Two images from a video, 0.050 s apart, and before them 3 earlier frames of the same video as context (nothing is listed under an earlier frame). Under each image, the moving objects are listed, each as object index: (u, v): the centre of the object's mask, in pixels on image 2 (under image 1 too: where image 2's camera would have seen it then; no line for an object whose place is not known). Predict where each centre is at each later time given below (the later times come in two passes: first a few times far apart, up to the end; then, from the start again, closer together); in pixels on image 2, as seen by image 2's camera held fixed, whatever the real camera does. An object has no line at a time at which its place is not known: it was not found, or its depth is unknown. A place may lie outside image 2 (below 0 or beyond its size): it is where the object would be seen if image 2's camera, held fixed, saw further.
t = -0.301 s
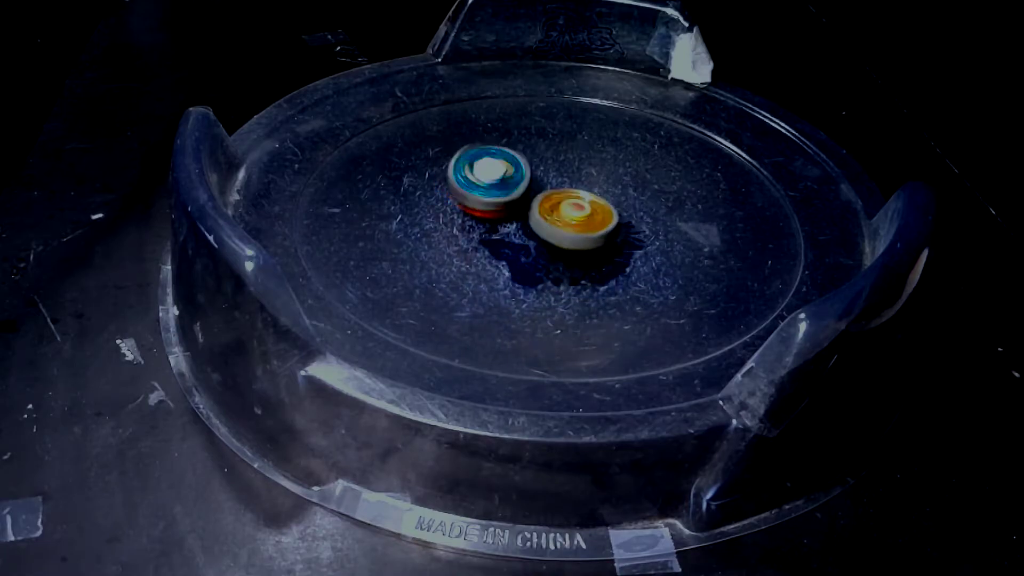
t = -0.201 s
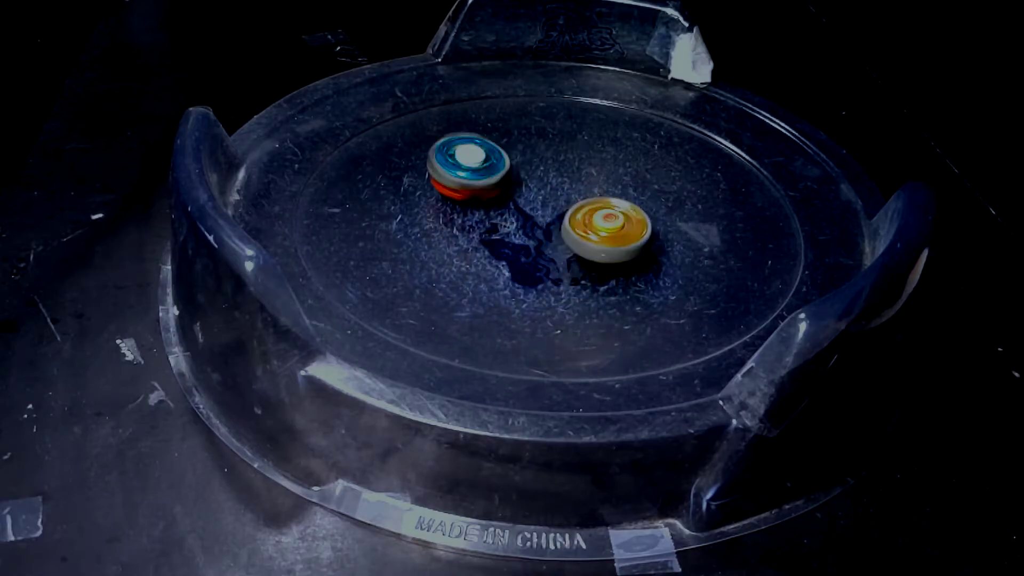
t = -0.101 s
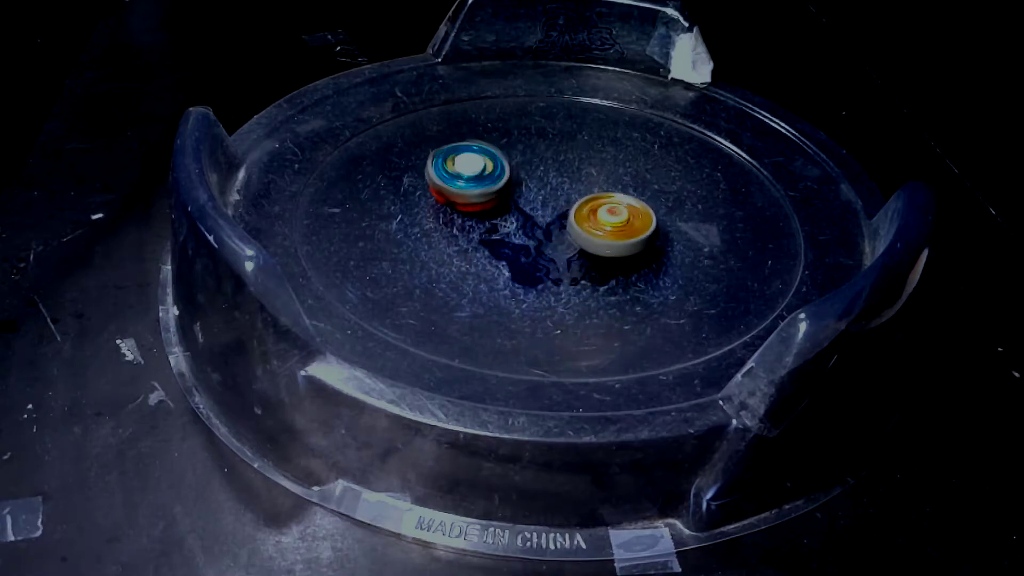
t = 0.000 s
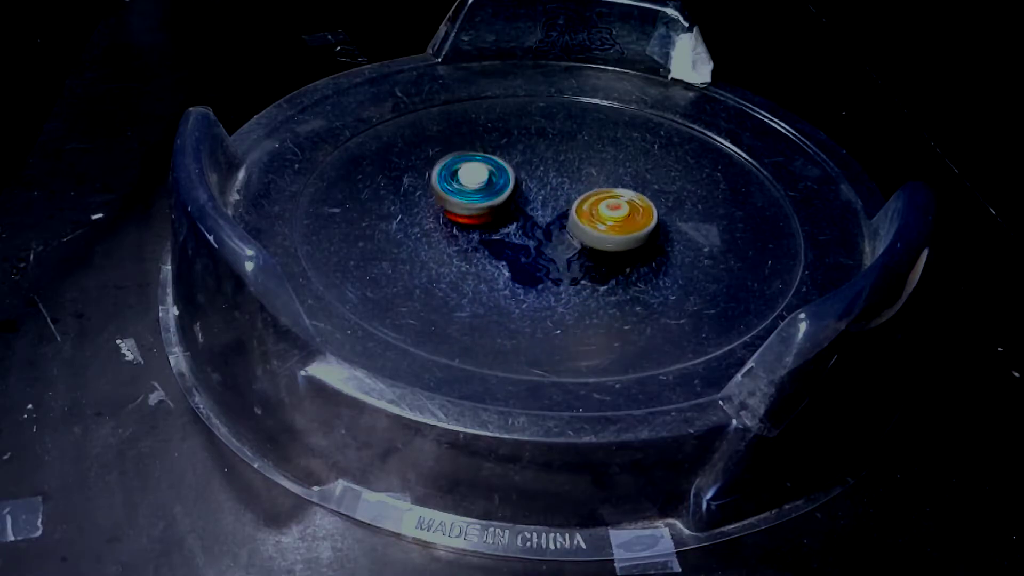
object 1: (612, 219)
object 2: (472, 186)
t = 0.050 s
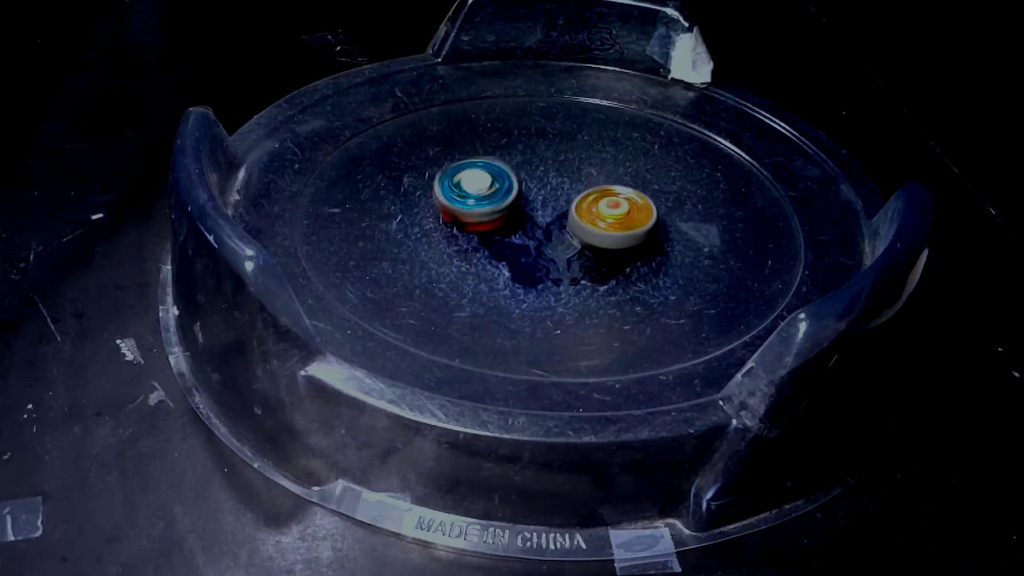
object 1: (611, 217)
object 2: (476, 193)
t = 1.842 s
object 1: (506, 206)
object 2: (620, 218)
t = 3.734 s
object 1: (572, 229)
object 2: (511, 187)
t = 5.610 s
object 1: (550, 197)
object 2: (510, 251)
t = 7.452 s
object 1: (519, 200)
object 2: (576, 252)
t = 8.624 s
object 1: (509, 204)
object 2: (579, 246)
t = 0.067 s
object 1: (611, 216)
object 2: (478, 196)
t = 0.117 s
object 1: (610, 214)
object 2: (482, 202)
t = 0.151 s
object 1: (609, 213)
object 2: (484, 206)
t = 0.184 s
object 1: (608, 211)
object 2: (488, 212)
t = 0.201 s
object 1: (607, 210)
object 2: (490, 214)
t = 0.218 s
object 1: (606, 209)
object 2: (492, 216)
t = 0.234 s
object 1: (605, 209)
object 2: (494, 219)
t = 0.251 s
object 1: (604, 208)
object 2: (496, 221)
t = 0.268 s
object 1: (603, 208)
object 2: (497, 223)
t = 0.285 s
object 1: (601, 207)
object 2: (498, 226)
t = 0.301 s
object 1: (600, 206)
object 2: (500, 229)
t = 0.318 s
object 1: (599, 206)
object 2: (500, 231)
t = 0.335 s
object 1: (597, 205)
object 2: (502, 233)
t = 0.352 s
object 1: (595, 205)
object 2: (503, 235)
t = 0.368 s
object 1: (594, 205)
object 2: (505, 237)
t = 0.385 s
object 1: (592, 204)
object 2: (506, 239)
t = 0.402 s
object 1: (590, 204)
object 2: (507, 241)
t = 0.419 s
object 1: (588, 204)
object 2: (507, 243)
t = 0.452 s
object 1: (584, 203)
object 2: (510, 247)
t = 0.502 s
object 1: (578, 203)
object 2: (512, 252)
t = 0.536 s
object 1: (574, 203)
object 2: (513, 255)
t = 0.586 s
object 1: (567, 203)
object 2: (515, 259)
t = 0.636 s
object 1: (562, 204)
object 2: (518, 263)
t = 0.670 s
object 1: (557, 204)
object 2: (519, 264)
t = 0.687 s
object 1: (554, 204)
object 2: (520, 265)
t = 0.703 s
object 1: (552, 204)
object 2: (520, 266)
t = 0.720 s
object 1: (550, 205)
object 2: (521, 267)
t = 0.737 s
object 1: (548, 205)
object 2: (522, 267)
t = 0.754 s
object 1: (546, 205)
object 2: (523, 267)
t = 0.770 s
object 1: (544, 206)
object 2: (524, 267)
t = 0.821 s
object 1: (537, 207)
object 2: (527, 267)
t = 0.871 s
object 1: (531, 208)
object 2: (530, 267)
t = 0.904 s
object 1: (527, 207)
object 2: (532, 264)
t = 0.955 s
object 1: (521, 207)
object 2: (535, 263)
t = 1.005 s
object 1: (518, 205)
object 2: (537, 264)
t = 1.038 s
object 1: (514, 204)
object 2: (540, 262)
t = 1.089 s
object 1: (510, 204)
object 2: (543, 260)
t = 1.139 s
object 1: (506, 204)
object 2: (548, 259)
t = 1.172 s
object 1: (503, 203)
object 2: (551, 258)
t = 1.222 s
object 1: (501, 203)
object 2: (558, 256)
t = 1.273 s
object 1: (499, 203)
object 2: (563, 253)
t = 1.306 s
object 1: (498, 203)
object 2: (567, 252)
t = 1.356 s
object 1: (497, 203)
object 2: (572, 249)
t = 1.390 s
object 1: (496, 203)
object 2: (574, 247)
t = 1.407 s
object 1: (495, 203)
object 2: (576, 246)
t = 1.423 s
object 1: (494, 203)
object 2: (578, 245)
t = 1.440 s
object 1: (495, 203)
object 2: (580, 243)
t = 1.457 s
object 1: (495, 204)
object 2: (582, 243)
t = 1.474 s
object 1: (494, 204)
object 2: (583, 241)
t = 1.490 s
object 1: (494, 204)
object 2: (584, 239)
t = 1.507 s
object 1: (494, 204)
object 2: (585, 239)
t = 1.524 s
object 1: (495, 204)
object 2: (586, 237)
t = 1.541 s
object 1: (495, 205)
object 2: (588, 236)
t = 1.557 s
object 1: (496, 205)
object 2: (589, 234)
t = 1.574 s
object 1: (496, 205)
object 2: (590, 233)
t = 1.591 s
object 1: (497, 206)
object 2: (591, 231)
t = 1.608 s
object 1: (499, 206)
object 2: (592, 230)
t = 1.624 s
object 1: (500, 206)
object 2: (593, 229)
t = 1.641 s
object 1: (501, 206)
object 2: (594, 228)
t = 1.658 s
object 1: (503, 207)
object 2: (594, 226)
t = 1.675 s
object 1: (504, 207)
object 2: (595, 225)
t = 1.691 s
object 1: (506, 207)
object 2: (596, 224)
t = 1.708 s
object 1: (506, 207)
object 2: (598, 223)
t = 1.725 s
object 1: (502, 206)
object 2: (605, 223)
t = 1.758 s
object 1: (502, 205)
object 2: (611, 222)
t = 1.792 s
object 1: (503, 206)
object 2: (614, 220)
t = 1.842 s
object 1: (506, 206)
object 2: (620, 218)
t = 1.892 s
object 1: (509, 206)
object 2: (622, 214)
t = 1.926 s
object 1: (512, 206)
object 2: (625, 214)
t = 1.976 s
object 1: (516, 207)
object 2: (625, 213)
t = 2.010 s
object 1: (519, 207)
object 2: (624, 212)
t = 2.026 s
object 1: (520, 207)
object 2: (625, 212)
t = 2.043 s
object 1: (522, 207)
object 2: (624, 212)
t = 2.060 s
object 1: (523, 206)
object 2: (622, 212)
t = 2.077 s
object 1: (524, 206)
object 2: (621, 212)
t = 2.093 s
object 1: (526, 206)
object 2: (619, 212)
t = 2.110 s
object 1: (527, 206)
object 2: (618, 212)
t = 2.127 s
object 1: (525, 205)
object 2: (620, 211)
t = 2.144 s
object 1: (516, 203)
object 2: (629, 212)
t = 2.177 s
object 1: (502, 199)
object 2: (641, 214)
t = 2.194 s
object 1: (498, 199)
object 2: (644, 214)
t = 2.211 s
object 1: (497, 198)
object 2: (645, 215)
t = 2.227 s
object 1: (496, 199)
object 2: (645, 215)
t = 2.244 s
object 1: (496, 199)
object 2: (646, 215)
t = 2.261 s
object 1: (495, 200)
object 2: (646, 216)
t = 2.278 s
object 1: (495, 200)
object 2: (646, 217)
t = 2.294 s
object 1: (494, 201)
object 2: (646, 217)
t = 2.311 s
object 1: (495, 201)
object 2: (645, 218)
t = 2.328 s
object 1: (495, 202)
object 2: (644, 218)
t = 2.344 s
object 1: (495, 202)
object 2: (642, 219)
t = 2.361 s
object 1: (495, 203)
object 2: (641, 219)
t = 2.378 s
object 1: (495, 204)
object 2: (639, 219)
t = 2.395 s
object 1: (496, 205)
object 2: (638, 220)
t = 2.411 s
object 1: (496, 206)
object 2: (635, 221)
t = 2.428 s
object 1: (497, 207)
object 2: (632, 221)
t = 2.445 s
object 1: (498, 208)
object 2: (629, 221)
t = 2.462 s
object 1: (499, 209)
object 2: (627, 222)
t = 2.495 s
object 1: (501, 211)
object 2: (621, 222)
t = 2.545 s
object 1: (505, 213)
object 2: (611, 221)
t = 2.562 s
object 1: (507, 214)
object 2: (608, 221)
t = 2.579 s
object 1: (509, 215)
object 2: (603, 221)
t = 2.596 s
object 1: (509, 215)
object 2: (602, 221)
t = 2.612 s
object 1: (500, 214)
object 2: (609, 220)
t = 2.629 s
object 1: (491, 214)
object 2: (615, 219)
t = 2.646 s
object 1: (486, 213)
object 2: (620, 219)
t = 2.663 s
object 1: (483, 213)
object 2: (622, 218)
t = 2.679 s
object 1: (482, 213)
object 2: (623, 218)
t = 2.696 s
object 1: (482, 213)
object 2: (622, 217)
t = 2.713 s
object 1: (482, 213)
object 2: (620, 215)
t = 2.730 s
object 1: (481, 214)
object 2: (619, 215)
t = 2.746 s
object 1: (481, 215)
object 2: (618, 214)
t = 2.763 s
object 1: (481, 215)
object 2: (617, 212)
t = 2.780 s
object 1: (482, 216)
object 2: (616, 211)
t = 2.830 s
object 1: (482, 218)
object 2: (613, 209)
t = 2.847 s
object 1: (482, 219)
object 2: (611, 208)
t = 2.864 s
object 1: (483, 219)
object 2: (609, 206)
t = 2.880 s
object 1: (483, 220)
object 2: (608, 205)
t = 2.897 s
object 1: (484, 221)
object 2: (606, 205)
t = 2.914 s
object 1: (484, 222)
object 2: (605, 204)
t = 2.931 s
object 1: (485, 222)
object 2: (602, 203)
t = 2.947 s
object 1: (486, 223)
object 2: (601, 202)
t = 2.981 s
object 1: (488, 224)
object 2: (597, 201)
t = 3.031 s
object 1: (490, 226)
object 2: (591, 198)
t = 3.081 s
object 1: (494, 227)
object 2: (585, 196)
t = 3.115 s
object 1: (496, 228)
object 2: (580, 194)
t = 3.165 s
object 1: (501, 230)
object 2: (574, 193)
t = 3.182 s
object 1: (502, 231)
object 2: (572, 192)
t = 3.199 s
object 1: (504, 231)
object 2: (570, 191)
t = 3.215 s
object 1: (505, 232)
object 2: (568, 191)
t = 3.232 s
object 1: (507, 232)
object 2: (565, 190)
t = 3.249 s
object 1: (509, 232)
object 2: (564, 189)
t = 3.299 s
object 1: (516, 233)
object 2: (557, 186)
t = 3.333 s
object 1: (521, 234)
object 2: (553, 185)
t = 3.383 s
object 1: (528, 234)
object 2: (546, 182)
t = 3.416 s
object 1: (532, 235)
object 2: (541, 182)
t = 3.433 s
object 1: (534, 235)
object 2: (538, 181)
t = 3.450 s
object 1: (536, 235)
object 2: (536, 180)
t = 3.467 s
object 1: (539, 235)
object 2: (534, 181)
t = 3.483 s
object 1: (541, 235)
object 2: (532, 180)
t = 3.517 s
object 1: (546, 234)
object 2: (528, 180)
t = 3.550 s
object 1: (550, 234)
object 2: (525, 181)
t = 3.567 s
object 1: (553, 234)
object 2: (523, 181)
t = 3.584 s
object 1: (555, 234)
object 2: (522, 182)
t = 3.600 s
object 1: (557, 233)
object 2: (520, 182)
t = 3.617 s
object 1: (560, 233)
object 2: (519, 183)
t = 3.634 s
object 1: (561, 233)
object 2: (518, 183)
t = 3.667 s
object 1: (565, 232)
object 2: (516, 185)
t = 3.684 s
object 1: (567, 231)
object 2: (514, 185)
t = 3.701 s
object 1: (569, 231)
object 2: (513, 185)
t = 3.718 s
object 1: (571, 230)
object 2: (512, 186)
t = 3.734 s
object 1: (572, 229)
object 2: (511, 187)
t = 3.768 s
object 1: (575, 228)
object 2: (509, 189)
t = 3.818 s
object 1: (579, 226)
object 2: (507, 191)
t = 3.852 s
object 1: (581, 225)
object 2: (505, 194)
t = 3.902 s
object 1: (583, 222)
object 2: (504, 197)
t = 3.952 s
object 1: (585, 220)
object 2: (502, 200)
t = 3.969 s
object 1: (586, 220)
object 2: (502, 202)
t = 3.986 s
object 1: (586, 219)
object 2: (502, 203)
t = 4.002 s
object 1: (586, 219)
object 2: (501, 204)
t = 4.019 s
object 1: (589, 219)
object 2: (497, 204)
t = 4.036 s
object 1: (592, 219)
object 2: (495, 205)
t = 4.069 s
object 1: (593, 218)
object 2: (493, 206)
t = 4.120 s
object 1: (595, 218)
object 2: (488, 208)
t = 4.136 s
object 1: (595, 217)
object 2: (486, 208)
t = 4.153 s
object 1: (595, 217)
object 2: (486, 209)
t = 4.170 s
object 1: (596, 217)
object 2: (485, 209)
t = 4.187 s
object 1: (596, 216)
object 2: (485, 210)
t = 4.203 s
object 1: (596, 216)
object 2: (484, 210)
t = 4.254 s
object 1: (596, 215)
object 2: (482, 211)
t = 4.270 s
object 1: (596, 215)
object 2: (481, 212)
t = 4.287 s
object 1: (596, 215)
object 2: (480, 212)
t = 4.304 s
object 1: (595, 215)
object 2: (481, 213)
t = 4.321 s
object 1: (595, 215)
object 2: (481, 213)
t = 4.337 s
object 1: (594, 214)
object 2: (481, 214)
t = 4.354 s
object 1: (594, 214)
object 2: (481, 215)
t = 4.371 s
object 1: (593, 214)
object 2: (481, 215)
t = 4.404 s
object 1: (592, 213)
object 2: (483, 216)
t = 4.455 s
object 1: (589, 212)
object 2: (486, 217)
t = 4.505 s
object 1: (586, 212)
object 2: (489, 219)
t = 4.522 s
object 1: (585, 211)
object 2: (490, 220)
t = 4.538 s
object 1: (584, 211)
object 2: (491, 220)
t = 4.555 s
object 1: (582, 211)
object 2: (493, 221)
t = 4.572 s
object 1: (583, 211)
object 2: (491, 221)
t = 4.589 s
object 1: (586, 210)
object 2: (486, 222)
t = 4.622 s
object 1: (586, 211)
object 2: (484, 223)
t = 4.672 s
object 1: (584, 211)
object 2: (484, 225)
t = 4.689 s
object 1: (584, 210)
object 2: (484, 226)
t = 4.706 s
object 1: (583, 210)
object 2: (484, 227)
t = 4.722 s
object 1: (581, 210)
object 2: (483, 227)
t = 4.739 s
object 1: (581, 210)
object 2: (483, 227)
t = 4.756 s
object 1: (579, 210)
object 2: (484, 228)
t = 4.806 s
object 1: (576, 210)
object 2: (486, 230)
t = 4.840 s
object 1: (574, 209)
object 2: (487, 230)
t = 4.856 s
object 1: (573, 210)
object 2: (488, 231)
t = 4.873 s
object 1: (572, 210)
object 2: (489, 232)
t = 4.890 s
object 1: (571, 210)
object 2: (490, 232)
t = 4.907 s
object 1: (573, 209)
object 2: (486, 233)
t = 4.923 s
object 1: (574, 208)
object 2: (482, 234)
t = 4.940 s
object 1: (574, 208)
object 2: (481, 234)
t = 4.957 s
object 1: (574, 208)
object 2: (481, 235)
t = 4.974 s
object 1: (573, 208)
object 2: (482, 235)
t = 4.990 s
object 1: (572, 208)
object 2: (483, 236)
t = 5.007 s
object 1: (571, 207)
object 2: (483, 237)
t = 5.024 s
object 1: (571, 207)
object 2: (483, 237)
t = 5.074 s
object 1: (570, 207)
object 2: (485, 238)
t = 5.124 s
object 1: (567, 206)
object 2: (487, 240)
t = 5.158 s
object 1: (565, 206)
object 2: (489, 240)
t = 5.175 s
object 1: (564, 206)
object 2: (491, 240)
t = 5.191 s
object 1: (562, 206)
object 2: (493, 241)
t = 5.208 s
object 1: (562, 205)
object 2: (494, 241)
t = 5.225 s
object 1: (560, 205)
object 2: (495, 242)
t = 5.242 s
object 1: (561, 205)
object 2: (494, 243)
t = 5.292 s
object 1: (560, 204)
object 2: (496, 243)
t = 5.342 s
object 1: (558, 202)
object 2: (501, 244)
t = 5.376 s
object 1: (556, 201)
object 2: (504, 245)
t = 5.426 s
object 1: (555, 200)
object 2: (502, 248)
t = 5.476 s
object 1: (553, 199)
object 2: (504, 249)
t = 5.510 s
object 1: (553, 199)
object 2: (506, 250)
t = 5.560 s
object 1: (551, 198)
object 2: (507, 250)
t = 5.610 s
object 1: (550, 197)
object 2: (510, 251)
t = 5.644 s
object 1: (548, 197)
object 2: (510, 250)
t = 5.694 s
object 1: (546, 196)
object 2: (514, 249)
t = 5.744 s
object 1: (544, 195)
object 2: (519, 247)
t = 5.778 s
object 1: (544, 194)
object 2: (520, 249)
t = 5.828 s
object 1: (542, 193)
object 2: (521, 247)
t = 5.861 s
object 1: (541, 193)
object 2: (526, 247)
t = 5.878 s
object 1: (540, 192)
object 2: (528, 249)
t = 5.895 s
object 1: (539, 191)
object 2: (529, 251)
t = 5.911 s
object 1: (539, 191)
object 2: (528, 250)
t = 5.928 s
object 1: (538, 191)
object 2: (529, 251)
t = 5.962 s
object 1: (536, 191)
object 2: (530, 251)
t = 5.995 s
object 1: (536, 191)
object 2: (532, 251)
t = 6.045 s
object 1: (535, 191)
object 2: (534, 251)
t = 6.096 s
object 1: (532, 191)
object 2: (535, 251)
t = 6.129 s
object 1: (530, 192)
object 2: (536, 251)
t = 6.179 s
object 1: (528, 192)
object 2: (539, 250)
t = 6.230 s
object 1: (526, 193)
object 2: (542, 249)
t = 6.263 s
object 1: (525, 192)
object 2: (544, 251)
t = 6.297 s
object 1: (525, 193)
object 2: (544, 252)
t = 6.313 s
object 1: (524, 193)
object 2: (544, 251)
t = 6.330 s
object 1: (524, 193)
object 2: (544, 250)
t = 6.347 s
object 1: (523, 193)
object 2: (546, 250)
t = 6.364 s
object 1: (522, 194)
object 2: (548, 251)
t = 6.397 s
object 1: (521, 194)
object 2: (550, 250)
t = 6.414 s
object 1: (520, 195)
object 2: (552, 250)
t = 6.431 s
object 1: (519, 195)
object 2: (552, 249)
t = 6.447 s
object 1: (519, 195)
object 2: (553, 249)
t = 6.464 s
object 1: (518, 195)
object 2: (554, 250)
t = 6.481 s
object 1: (518, 194)
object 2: (556, 252)
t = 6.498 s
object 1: (517, 194)
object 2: (557, 253)
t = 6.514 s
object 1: (517, 194)
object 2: (557, 254)
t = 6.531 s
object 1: (516, 195)
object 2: (558, 254)
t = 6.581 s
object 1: (514, 196)
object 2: (561, 255)
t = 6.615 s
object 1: (513, 198)
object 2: (563, 255)
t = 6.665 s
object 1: (513, 200)
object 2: (562, 256)
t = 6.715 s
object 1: (513, 202)
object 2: (563, 254)
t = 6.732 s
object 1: (513, 202)
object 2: (563, 253)
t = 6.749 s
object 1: (513, 204)
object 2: (565, 254)
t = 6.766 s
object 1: (513, 204)
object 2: (564, 253)
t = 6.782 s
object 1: (513, 204)
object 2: (567, 254)
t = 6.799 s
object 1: (513, 204)
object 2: (567, 255)
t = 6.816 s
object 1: (513, 204)
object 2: (567, 255)
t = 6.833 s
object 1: (513, 205)
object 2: (565, 254)
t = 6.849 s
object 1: (513, 206)
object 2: (565, 254)
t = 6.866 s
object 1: (512, 205)
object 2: (567, 254)
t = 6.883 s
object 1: (511, 203)
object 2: (572, 257)
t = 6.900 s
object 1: (510, 202)
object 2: (573, 258)
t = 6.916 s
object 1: (509, 201)
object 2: (575, 259)
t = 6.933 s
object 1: (509, 201)
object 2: (573, 260)
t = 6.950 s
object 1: (510, 201)
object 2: (573, 260)
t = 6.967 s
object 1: (510, 202)
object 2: (572, 260)
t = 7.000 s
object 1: (510, 203)
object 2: (572, 259)
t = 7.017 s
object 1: (510, 204)
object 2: (573, 259)
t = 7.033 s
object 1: (511, 204)
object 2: (573, 258)
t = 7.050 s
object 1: (511, 205)
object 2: (574, 258)
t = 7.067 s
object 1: (511, 205)
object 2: (573, 258)
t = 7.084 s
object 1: (512, 205)
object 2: (574, 258)
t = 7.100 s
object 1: (512, 205)
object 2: (573, 258)
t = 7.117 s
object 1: (512, 206)
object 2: (572, 257)
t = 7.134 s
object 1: (512, 206)
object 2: (571, 257)
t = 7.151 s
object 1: (513, 207)
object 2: (570, 256)
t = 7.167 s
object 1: (513, 207)
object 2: (569, 255)
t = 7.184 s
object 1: (514, 206)
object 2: (571, 255)
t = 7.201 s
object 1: (512, 204)
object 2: (574, 257)
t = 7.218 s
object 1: (512, 203)
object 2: (575, 257)
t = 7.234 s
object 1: (512, 202)
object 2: (575, 259)
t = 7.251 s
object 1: (512, 202)
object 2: (574, 259)
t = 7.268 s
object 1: (513, 202)
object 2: (572, 258)
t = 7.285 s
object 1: (514, 202)
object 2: (571, 258)
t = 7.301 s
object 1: (514, 202)
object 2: (570, 257)
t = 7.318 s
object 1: (515, 201)
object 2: (569, 256)
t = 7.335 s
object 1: (515, 201)
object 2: (570, 255)
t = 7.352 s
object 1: (515, 201)
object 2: (571, 254)
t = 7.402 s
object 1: (517, 200)
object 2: (575, 253)
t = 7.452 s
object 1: (519, 200)
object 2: (576, 252)
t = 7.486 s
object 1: (519, 200)
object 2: (575, 250)
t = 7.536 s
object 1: (520, 199)
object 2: (578, 248)
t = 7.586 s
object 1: (522, 199)
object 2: (582, 246)
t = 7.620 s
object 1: (523, 199)
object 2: (585, 245)
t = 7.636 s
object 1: (524, 200)
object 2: (585, 244)
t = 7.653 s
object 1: (525, 200)
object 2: (586, 243)
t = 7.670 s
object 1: (525, 199)
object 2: (587, 244)
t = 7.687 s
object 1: (525, 199)
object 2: (590, 245)
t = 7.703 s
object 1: (526, 199)
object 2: (589, 245)
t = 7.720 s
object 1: (526, 199)
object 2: (590, 245)
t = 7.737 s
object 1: (526, 199)
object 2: (588, 245)
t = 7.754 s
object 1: (527, 199)
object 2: (589, 246)
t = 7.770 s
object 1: (527, 199)
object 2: (588, 245)
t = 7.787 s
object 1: (528, 199)
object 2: (590, 244)
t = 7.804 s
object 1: (527, 199)
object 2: (590, 244)
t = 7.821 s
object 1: (528, 200)
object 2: (592, 243)
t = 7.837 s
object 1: (527, 199)
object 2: (592, 243)
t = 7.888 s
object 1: (528, 201)
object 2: (594, 244)
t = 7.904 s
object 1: (528, 201)
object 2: (594, 245)
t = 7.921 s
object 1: (528, 201)
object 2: (591, 244)
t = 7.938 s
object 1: (529, 202)
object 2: (591, 245)
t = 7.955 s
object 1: (528, 201)
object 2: (591, 245)
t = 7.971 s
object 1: (525, 198)
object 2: (593, 247)
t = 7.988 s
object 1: (523, 196)
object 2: (595, 249)
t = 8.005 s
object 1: (521, 195)
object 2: (593, 250)
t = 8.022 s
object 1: (520, 195)
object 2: (593, 252)
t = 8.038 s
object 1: (519, 194)
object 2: (590, 253)
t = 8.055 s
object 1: (518, 194)
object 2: (588, 254)
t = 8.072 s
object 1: (517, 194)
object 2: (591, 250)
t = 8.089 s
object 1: (516, 194)
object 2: (591, 248)
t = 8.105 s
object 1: (515, 194)
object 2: (589, 246)
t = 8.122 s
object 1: (514, 195)
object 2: (588, 245)
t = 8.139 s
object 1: (513, 196)
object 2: (581, 247)
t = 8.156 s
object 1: (513, 197)
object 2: (579, 247)
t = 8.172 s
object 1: (512, 198)
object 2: (578, 245)
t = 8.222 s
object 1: (510, 199)
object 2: (570, 244)
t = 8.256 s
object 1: (509, 198)
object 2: (570, 245)
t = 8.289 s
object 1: (508, 199)
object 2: (570, 244)
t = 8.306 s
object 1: (507, 199)
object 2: (568, 244)
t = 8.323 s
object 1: (507, 199)
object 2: (568, 243)
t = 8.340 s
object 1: (506, 198)
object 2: (571, 243)
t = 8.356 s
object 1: (506, 199)
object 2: (572, 244)
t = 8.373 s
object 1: (506, 199)
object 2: (572, 245)
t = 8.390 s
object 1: (506, 199)
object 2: (573, 247)
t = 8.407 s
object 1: (505, 199)
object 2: (574, 246)
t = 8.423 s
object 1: (505, 200)
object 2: (573, 246)
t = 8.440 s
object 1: (505, 200)
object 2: (573, 245)
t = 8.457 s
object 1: (506, 201)
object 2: (574, 244)
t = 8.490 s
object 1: (506, 202)
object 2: (575, 245)
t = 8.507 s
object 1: (507, 202)
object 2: (575, 245)
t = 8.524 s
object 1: (507, 202)
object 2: (575, 245)
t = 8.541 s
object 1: (507, 202)
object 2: (578, 246)
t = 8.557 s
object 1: (507, 202)
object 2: (579, 246)
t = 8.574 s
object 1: (507, 202)
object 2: (580, 246)
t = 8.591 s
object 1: (508, 203)
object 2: (580, 246)
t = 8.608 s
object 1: (509, 203)
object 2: (579, 246)
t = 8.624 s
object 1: (509, 204)
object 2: (579, 246)
